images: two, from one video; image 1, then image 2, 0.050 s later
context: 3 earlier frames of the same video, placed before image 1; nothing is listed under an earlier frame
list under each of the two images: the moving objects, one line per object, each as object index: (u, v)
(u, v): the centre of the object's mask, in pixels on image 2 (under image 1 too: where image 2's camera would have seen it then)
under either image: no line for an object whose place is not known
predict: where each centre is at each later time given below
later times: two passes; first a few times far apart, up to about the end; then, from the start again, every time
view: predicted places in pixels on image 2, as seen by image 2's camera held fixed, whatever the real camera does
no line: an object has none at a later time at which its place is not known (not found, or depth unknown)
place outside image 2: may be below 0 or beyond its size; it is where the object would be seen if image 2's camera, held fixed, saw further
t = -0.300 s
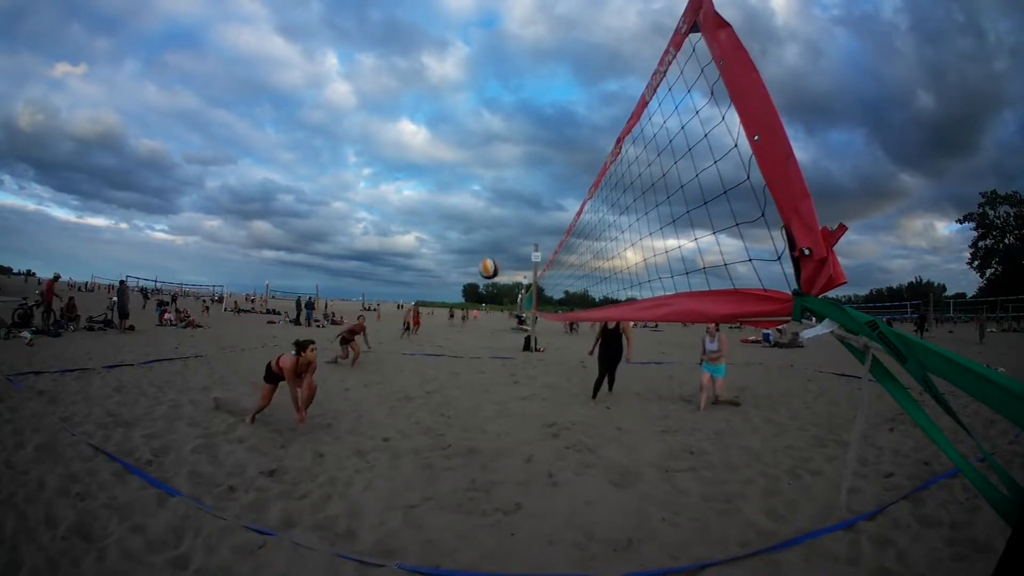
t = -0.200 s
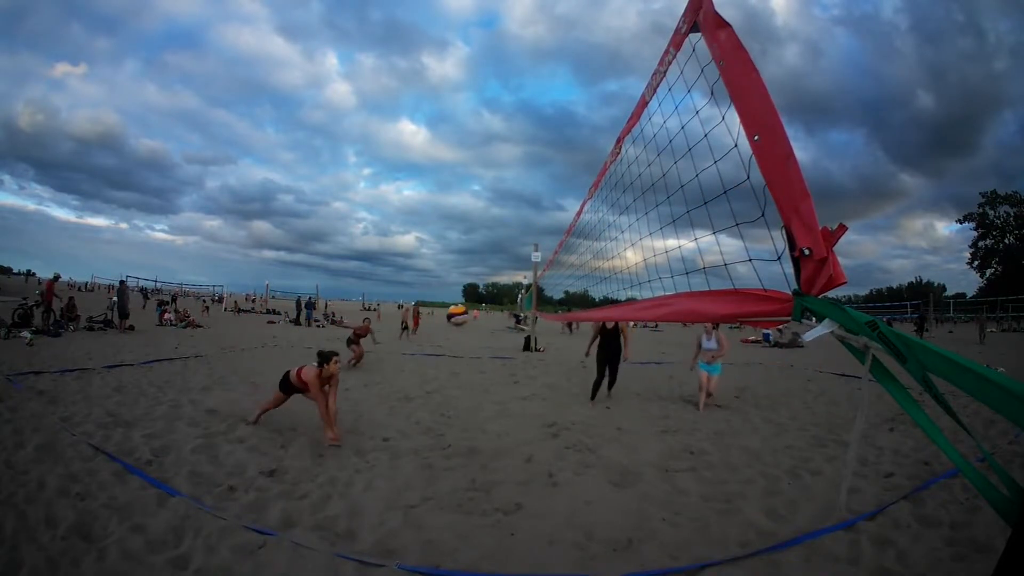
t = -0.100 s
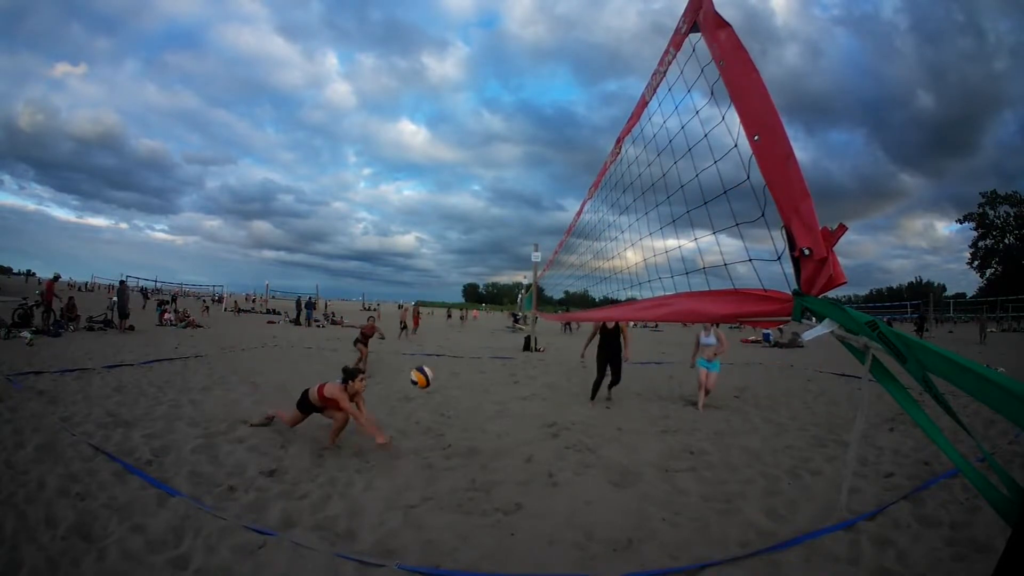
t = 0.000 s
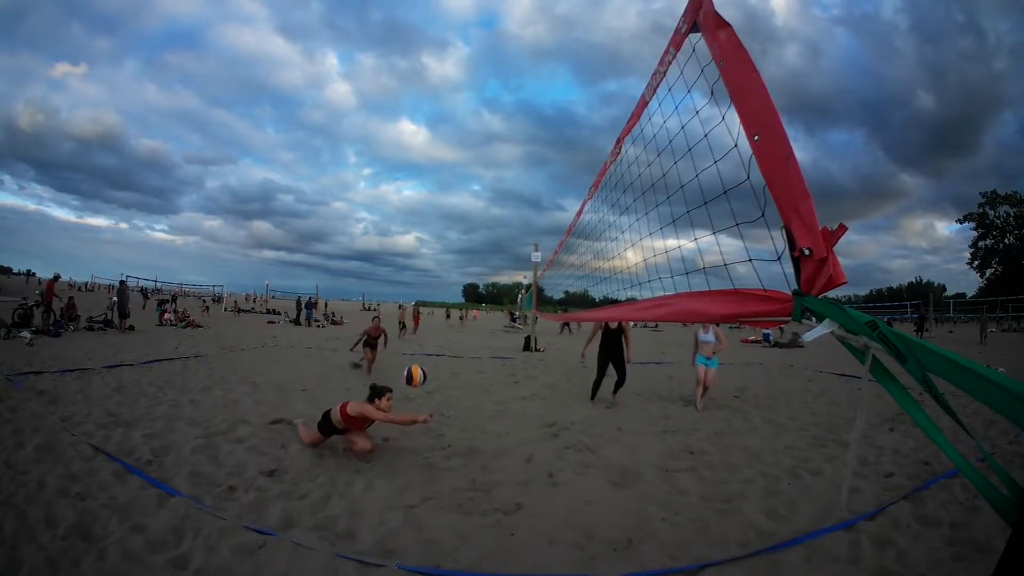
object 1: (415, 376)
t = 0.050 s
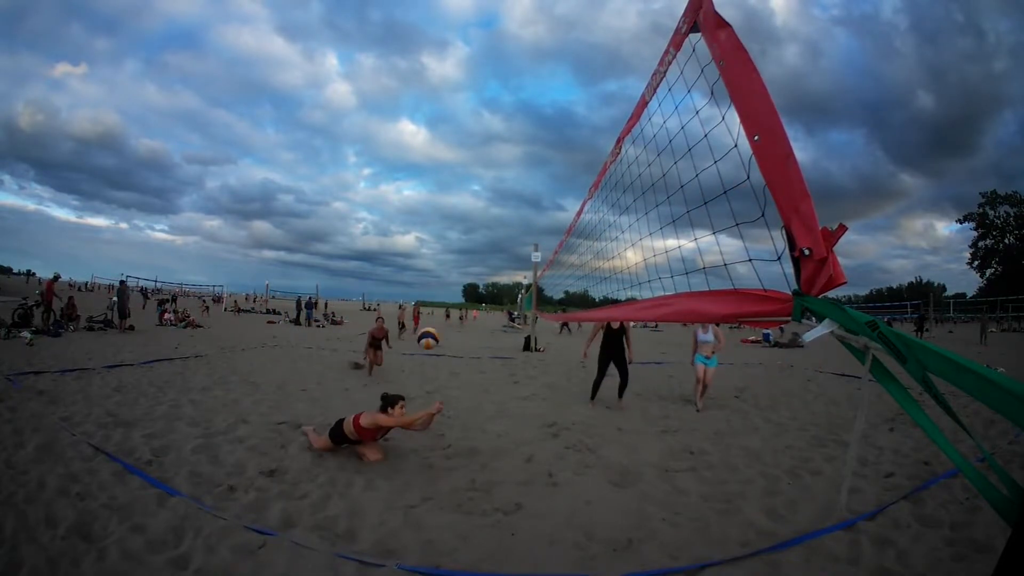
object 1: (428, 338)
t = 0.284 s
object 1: (475, 226)
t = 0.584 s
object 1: (509, 184)
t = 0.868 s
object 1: (527, 202)
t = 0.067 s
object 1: (432, 327)
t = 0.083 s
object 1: (436, 316)
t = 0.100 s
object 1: (441, 305)
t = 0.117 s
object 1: (444, 296)
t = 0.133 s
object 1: (447, 287)
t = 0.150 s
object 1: (451, 278)
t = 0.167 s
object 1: (454, 270)
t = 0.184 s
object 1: (458, 262)
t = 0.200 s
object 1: (461, 255)
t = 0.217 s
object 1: (464, 249)
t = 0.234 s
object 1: (467, 242)
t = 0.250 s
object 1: (470, 236)
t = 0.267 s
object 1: (472, 231)
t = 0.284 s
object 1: (475, 226)
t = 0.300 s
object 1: (477, 221)
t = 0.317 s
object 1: (480, 216)
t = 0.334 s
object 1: (482, 212)
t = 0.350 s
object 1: (485, 209)
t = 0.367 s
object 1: (487, 205)
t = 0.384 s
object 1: (489, 202)
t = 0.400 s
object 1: (491, 199)
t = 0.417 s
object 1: (493, 196)
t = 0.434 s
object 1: (495, 195)
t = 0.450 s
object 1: (496, 192)
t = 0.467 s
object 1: (499, 190)
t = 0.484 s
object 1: (500, 189)
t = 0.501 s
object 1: (502, 187)
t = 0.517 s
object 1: (503, 186)
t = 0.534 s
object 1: (505, 185)
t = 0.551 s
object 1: (506, 185)
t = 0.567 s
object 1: (507, 184)
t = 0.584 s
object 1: (509, 184)
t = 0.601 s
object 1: (510, 184)
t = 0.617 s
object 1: (512, 184)
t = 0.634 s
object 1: (513, 184)
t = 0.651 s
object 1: (514, 184)
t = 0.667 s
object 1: (515, 185)
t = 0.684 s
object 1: (516, 185)
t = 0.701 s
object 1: (518, 186)
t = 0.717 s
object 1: (519, 187)
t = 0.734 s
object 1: (520, 188)
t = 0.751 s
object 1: (521, 190)
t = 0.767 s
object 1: (522, 191)
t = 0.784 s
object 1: (523, 193)
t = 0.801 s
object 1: (524, 194)
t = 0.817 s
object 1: (525, 196)
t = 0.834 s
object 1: (526, 198)
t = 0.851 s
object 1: (526, 200)
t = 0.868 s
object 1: (527, 202)
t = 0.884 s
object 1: (529, 204)
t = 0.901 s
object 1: (529, 206)
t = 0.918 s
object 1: (530, 209)
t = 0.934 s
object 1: (531, 211)
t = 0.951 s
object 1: (532, 215)
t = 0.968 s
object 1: (532, 217)
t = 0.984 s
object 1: (533, 220)
